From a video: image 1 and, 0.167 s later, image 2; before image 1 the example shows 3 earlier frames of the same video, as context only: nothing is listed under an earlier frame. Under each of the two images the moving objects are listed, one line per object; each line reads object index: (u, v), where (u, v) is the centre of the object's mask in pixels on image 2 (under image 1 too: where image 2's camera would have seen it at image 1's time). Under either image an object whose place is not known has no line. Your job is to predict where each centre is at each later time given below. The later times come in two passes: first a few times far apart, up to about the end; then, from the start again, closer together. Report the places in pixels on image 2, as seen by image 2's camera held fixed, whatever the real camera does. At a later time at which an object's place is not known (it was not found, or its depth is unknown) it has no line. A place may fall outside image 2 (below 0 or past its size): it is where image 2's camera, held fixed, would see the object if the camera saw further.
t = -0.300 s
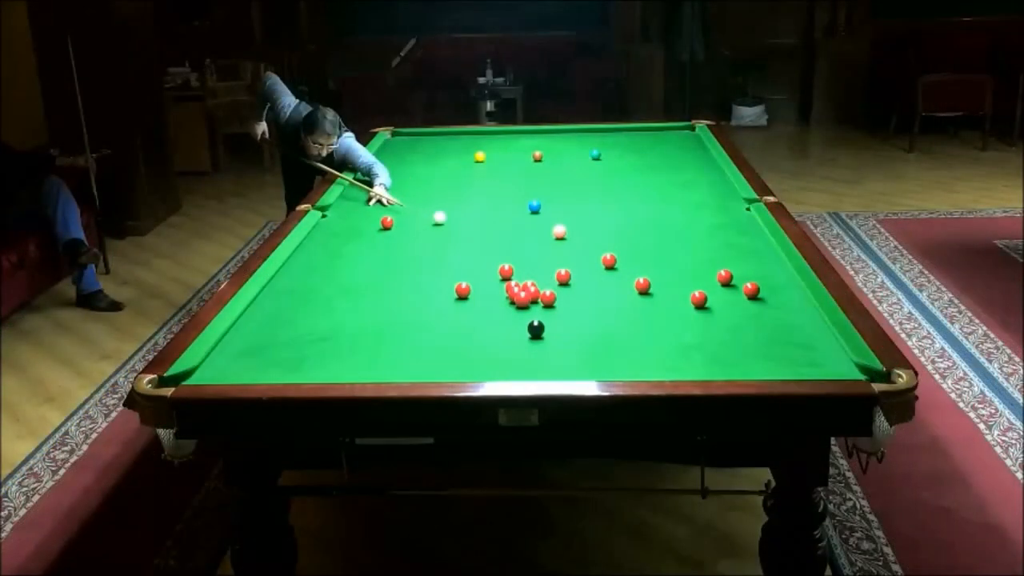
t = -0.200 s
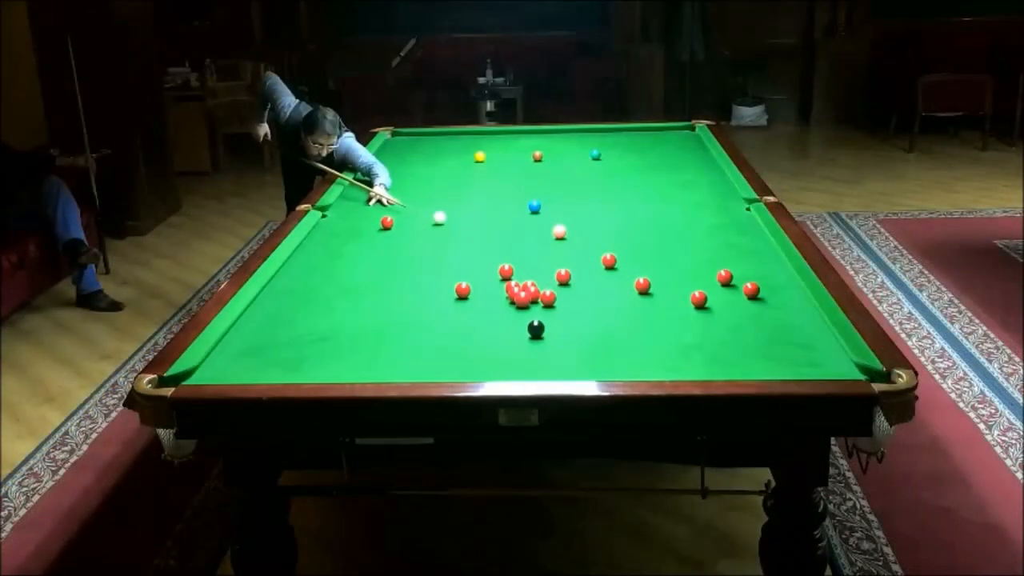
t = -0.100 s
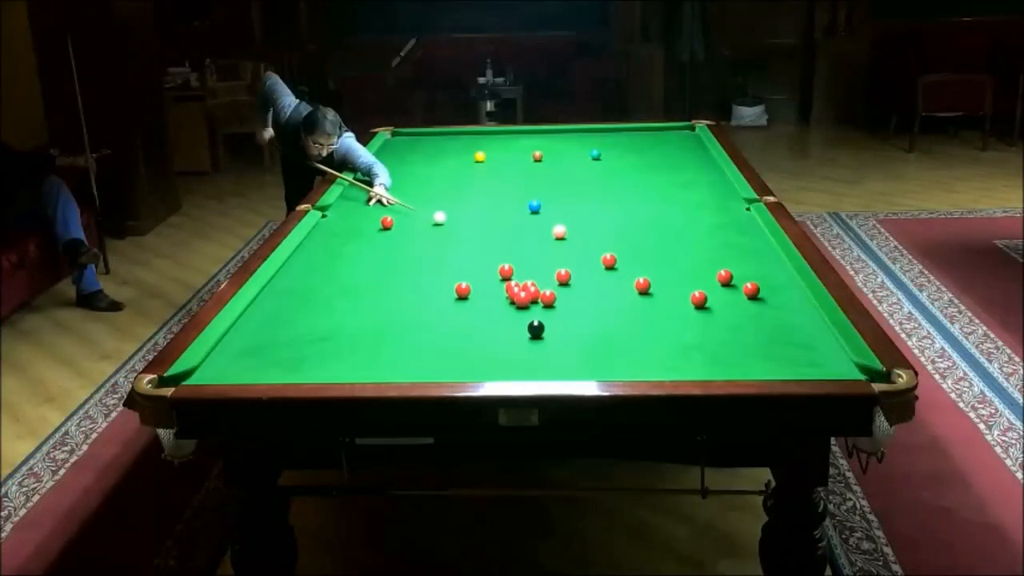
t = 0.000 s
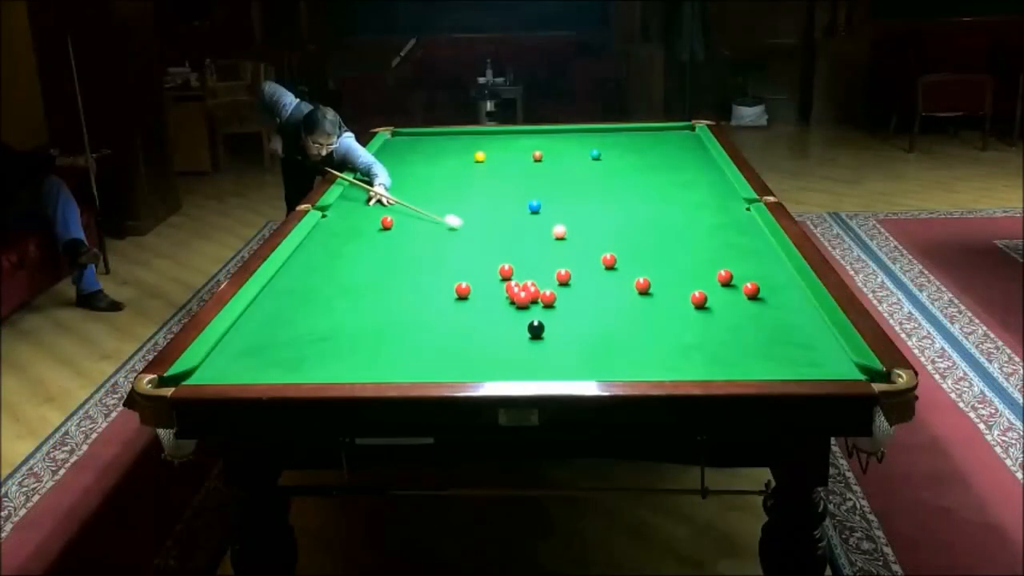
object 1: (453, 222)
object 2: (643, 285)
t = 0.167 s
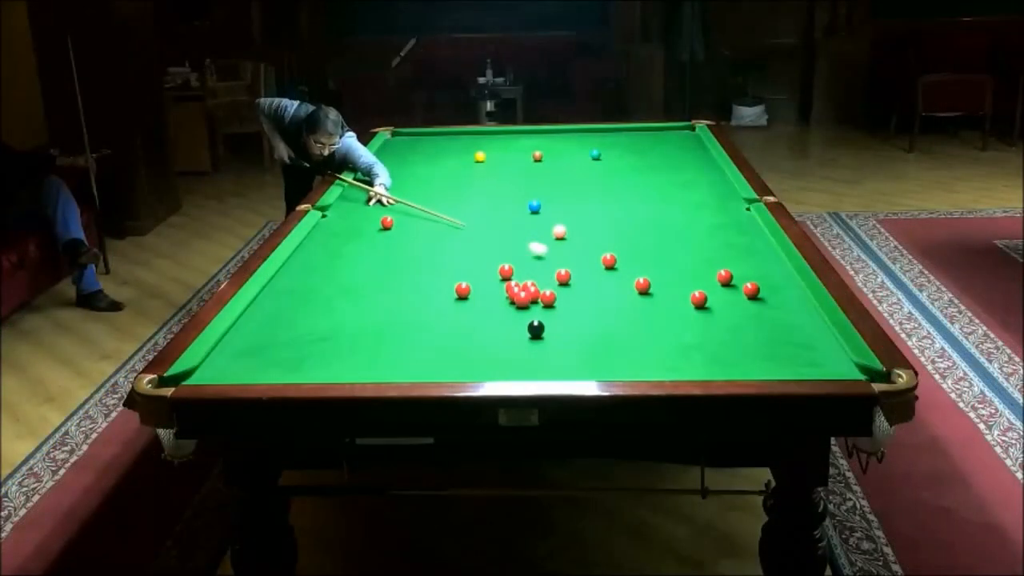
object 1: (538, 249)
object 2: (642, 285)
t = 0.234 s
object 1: (573, 260)
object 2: (642, 285)
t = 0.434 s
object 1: (640, 279)
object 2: (681, 302)
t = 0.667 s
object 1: (654, 276)
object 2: (785, 348)
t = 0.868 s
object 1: (665, 274)
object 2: (854, 370)
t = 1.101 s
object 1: (677, 271)
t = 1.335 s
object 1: (687, 269)
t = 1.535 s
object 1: (695, 267)
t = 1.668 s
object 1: (700, 265)
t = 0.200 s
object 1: (555, 254)
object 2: (642, 285)
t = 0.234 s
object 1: (573, 260)
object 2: (642, 285)
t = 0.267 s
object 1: (590, 266)
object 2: (642, 285)
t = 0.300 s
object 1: (608, 272)
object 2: (642, 285)
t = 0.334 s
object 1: (626, 277)
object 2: (642, 285)
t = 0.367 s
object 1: (635, 280)
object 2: (651, 289)
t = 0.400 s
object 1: (638, 280)
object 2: (666, 295)
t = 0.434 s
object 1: (640, 279)
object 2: (681, 302)
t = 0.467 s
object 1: (642, 279)
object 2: (696, 308)
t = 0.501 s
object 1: (644, 279)
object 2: (711, 315)
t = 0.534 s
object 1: (646, 278)
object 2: (726, 322)
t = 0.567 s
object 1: (648, 278)
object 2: (741, 328)
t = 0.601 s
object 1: (650, 277)
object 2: (756, 335)
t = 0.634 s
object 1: (652, 277)
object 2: (770, 342)
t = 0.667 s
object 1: (654, 276)
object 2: (785, 348)
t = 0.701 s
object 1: (656, 276)
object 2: (801, 355)
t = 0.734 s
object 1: (658, 276)
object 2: (815, 361)
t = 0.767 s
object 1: (660, 275)
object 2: (832, 365)
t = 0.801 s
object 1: (661, 275)
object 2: (849, 367)
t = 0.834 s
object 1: (663, 274)
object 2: (856, 368)
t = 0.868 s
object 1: (665, 274)
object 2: (854, 370)
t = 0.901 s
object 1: (667, 273)
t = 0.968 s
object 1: (670, 272)
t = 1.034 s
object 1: (673, 272)
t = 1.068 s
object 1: (675, 271)
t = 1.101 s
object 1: (677, 271)
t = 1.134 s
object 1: (678, 271)
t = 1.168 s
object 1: (680, 270)
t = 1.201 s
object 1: (681, 270)
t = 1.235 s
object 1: (683, 269)
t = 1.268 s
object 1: (684, 269)
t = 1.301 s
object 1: (686, 269)
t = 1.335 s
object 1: (687, 269)
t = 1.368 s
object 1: (688, 268)
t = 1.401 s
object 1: (690, 268)
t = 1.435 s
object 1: (691, 268)
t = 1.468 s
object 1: (693, 267)
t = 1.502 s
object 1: (694, 267)
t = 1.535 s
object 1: (695, 267)
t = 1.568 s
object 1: (696, 266)
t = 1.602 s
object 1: (698, 266)
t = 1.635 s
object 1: (699, 266)
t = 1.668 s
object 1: (700, 265)
